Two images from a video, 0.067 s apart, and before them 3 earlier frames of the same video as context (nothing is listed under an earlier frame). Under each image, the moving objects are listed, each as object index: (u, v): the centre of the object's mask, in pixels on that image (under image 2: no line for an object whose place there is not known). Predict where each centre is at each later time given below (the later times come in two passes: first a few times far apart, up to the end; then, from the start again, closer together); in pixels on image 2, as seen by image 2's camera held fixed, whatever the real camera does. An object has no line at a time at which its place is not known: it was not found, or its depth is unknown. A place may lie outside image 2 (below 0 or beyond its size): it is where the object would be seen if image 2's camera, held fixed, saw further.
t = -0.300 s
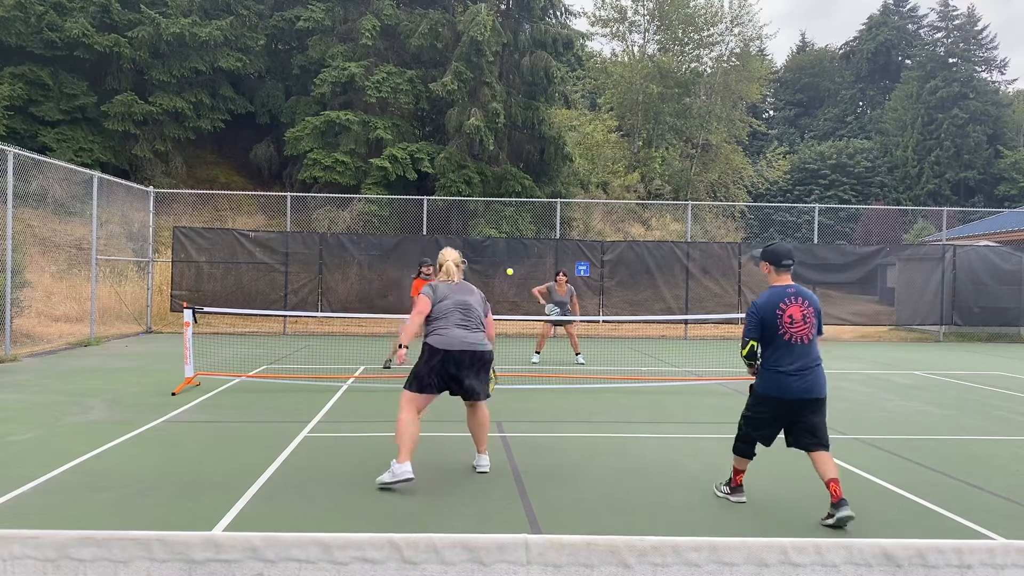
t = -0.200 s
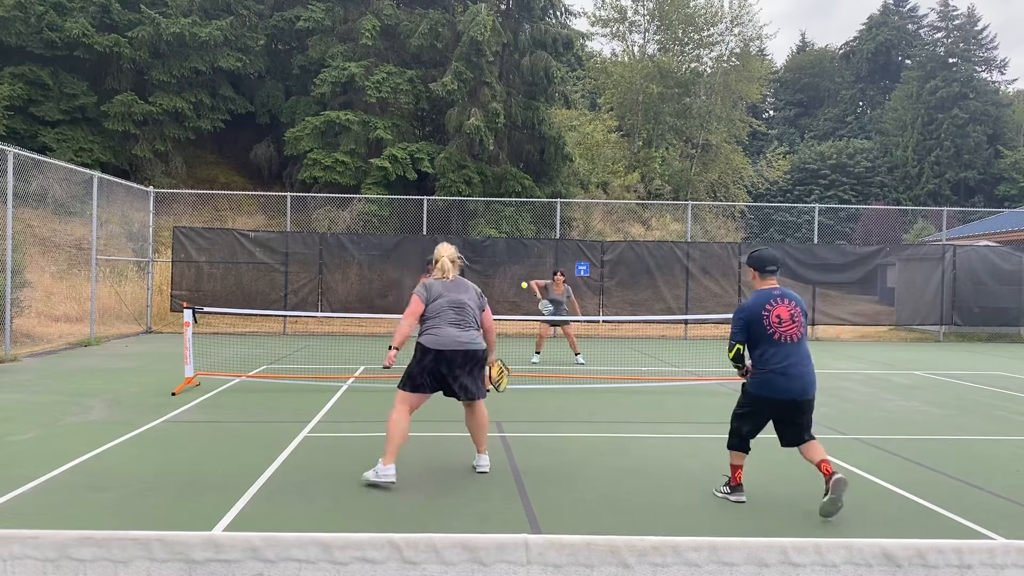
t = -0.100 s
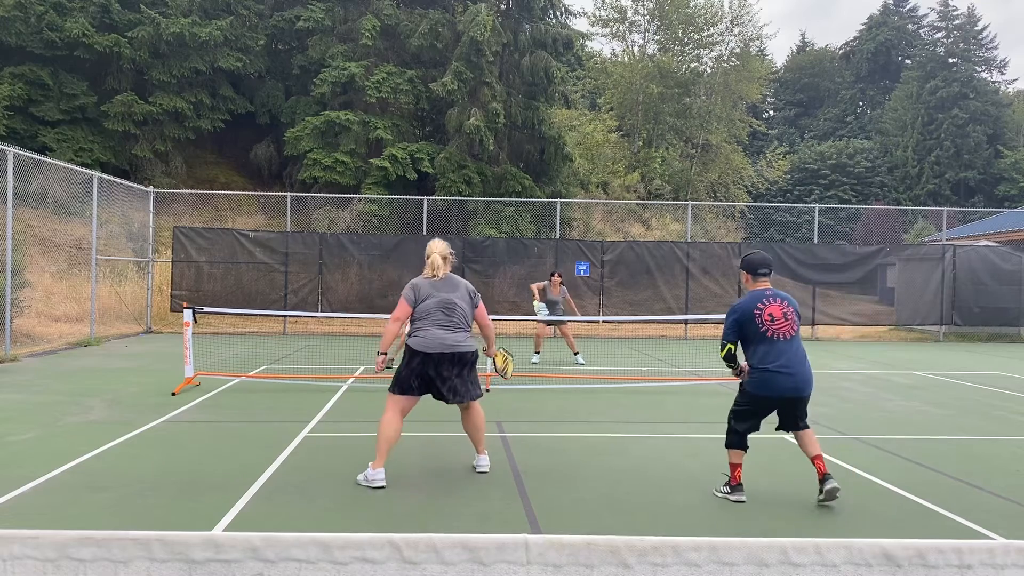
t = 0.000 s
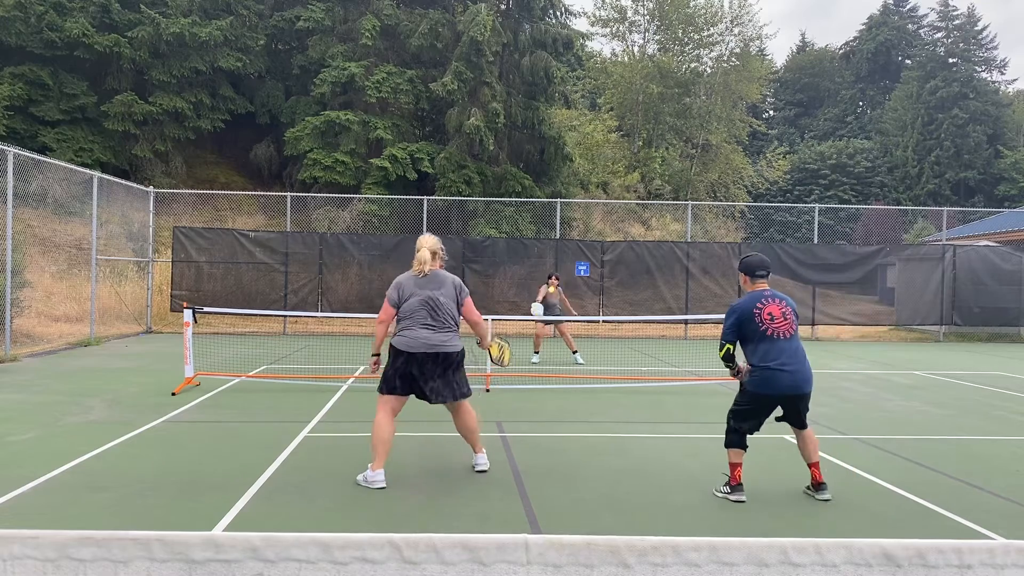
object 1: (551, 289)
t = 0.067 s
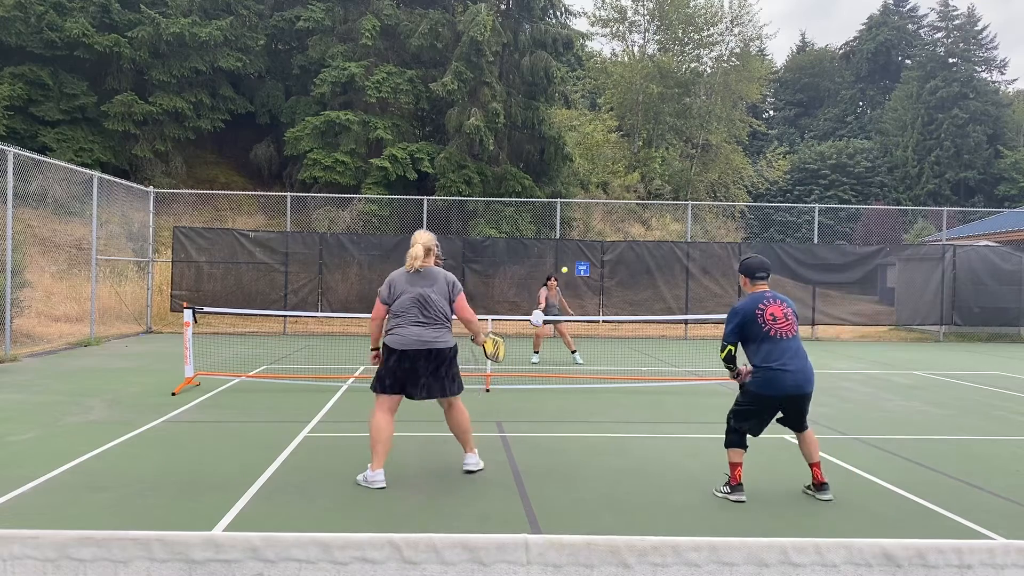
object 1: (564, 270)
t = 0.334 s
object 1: (628, 214)
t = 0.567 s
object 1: (703, 205)
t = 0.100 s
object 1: (571, 261)
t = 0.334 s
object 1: (628, 214)
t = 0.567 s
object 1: (703, 205)
